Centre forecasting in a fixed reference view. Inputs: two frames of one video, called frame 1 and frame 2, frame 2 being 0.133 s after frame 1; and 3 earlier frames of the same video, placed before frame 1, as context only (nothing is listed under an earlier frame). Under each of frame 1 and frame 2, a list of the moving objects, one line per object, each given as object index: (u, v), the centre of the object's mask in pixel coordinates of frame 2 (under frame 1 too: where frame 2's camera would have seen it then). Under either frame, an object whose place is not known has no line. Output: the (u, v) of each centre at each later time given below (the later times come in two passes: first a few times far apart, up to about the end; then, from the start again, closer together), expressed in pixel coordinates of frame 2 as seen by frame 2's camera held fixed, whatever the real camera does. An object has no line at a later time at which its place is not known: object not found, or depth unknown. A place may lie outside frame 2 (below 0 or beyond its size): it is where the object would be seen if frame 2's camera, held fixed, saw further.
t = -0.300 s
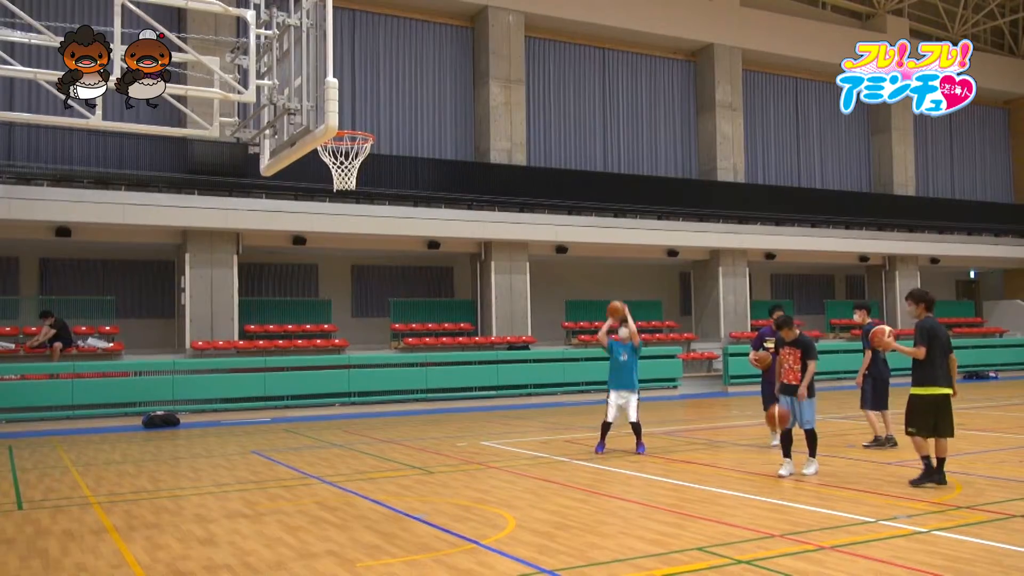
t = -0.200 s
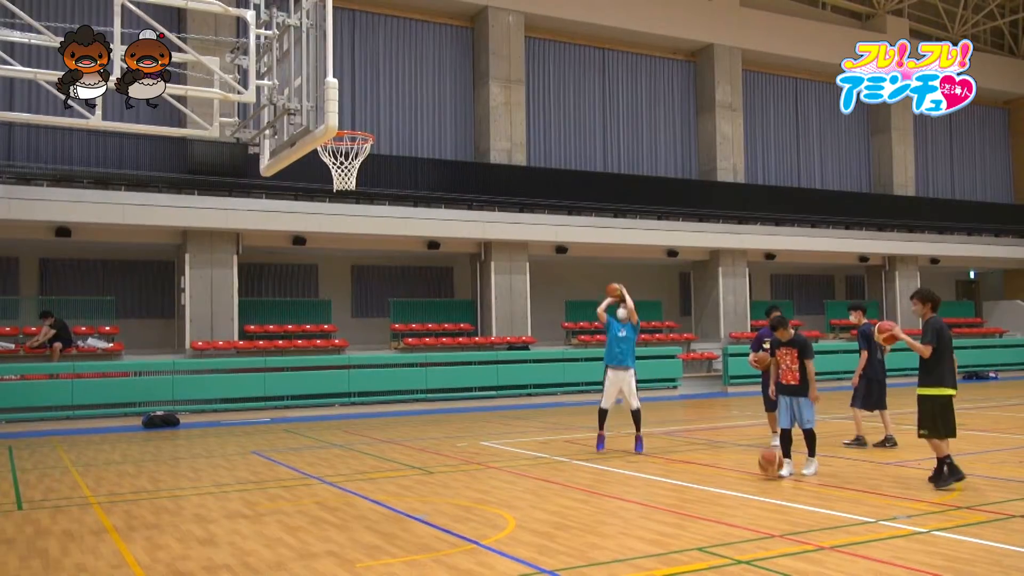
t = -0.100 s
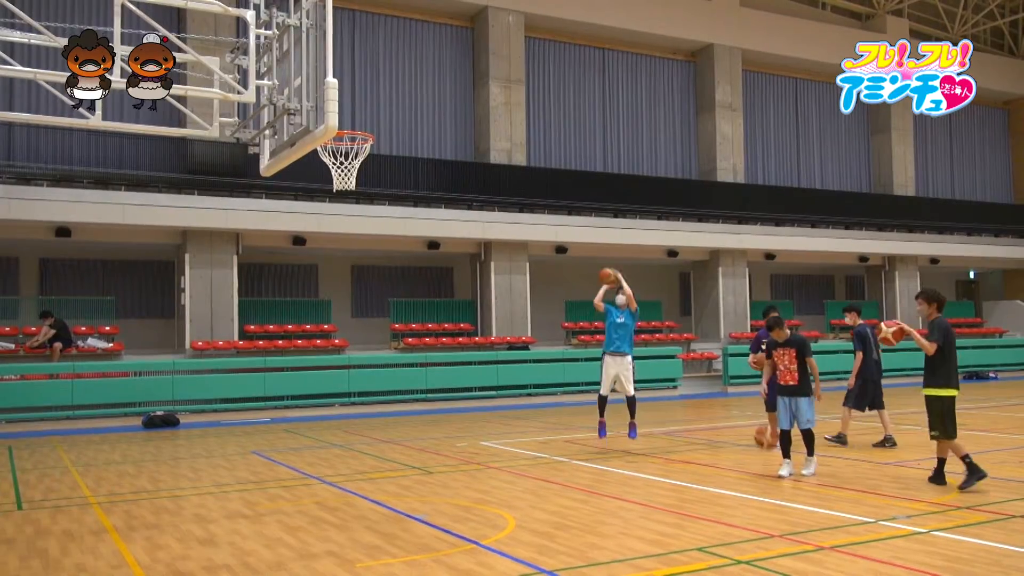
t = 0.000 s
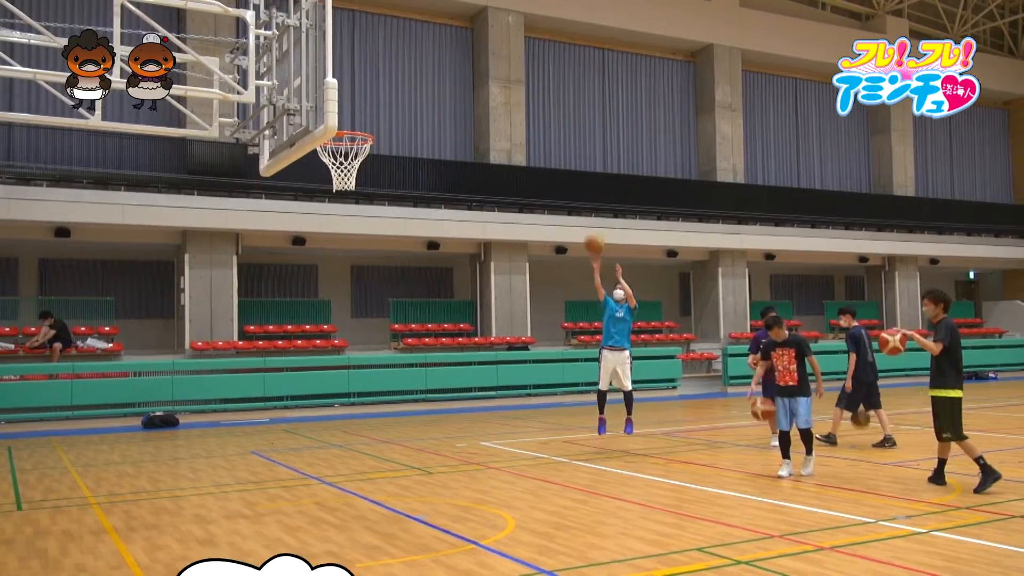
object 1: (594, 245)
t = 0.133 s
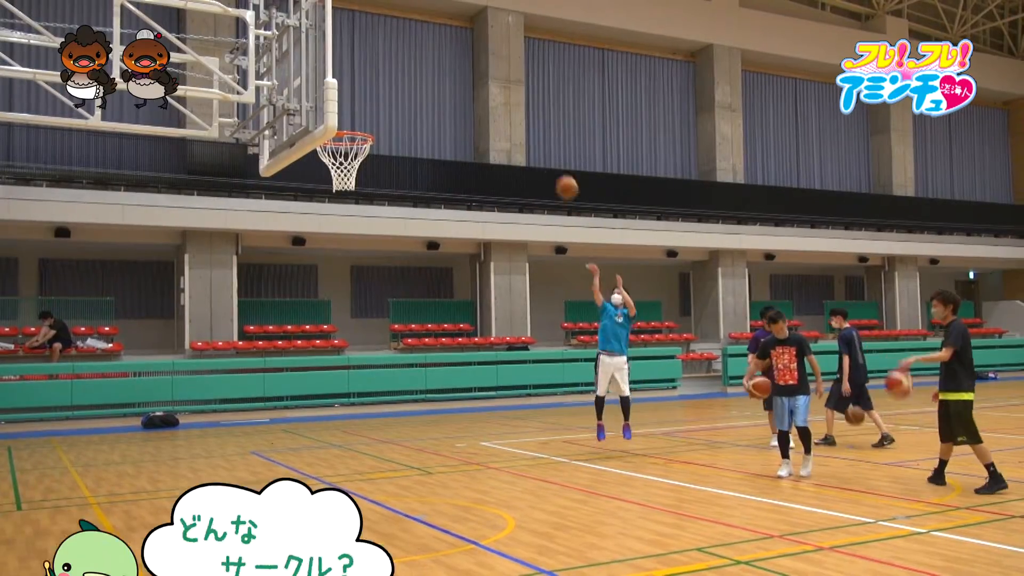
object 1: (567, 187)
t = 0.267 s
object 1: (538, 141)
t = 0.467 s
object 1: (486, 94)
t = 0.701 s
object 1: (419, 82)
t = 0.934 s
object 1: (342, 127)
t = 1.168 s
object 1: (383, 206)
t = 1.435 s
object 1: (443, 342)
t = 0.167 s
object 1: (560, 175)
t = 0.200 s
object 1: (553, 163)
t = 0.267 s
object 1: (538, 141)
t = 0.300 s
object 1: (529, 131)
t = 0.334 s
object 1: (522, 123)
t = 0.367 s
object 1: (513, 115)
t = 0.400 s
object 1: (504, 107)
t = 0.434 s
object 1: (496, 100)
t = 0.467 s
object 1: (486, 94)
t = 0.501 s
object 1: (477, 89)
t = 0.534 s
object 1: (469, 85)
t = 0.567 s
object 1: (460, 82)
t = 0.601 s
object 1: (450, 80)
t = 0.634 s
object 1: (440, 80)
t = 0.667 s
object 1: (430, 80)
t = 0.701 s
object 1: (419, 82)
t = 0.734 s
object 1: (409, 85)
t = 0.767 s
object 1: (398, 88)
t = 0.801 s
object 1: (387, 94)
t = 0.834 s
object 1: (375, 100)
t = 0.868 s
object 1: (363, 108)
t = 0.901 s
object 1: (352, 118)
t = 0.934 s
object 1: (342, 127)
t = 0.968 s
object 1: (333, 146)
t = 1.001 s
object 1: (340, 153)
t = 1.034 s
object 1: (352, 170)
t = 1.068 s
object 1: (359, 178)
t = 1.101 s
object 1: (367, 186)
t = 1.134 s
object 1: (375, 195)
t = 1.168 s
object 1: (383, 206)
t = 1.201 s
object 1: (391, 220)
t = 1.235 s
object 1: (398, 234)
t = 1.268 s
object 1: (406, 251)
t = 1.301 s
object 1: (413, 266)
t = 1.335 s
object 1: (420, 283)
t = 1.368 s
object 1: (428, 301)
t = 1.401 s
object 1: (435, 321)
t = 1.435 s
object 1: (443, 342)
